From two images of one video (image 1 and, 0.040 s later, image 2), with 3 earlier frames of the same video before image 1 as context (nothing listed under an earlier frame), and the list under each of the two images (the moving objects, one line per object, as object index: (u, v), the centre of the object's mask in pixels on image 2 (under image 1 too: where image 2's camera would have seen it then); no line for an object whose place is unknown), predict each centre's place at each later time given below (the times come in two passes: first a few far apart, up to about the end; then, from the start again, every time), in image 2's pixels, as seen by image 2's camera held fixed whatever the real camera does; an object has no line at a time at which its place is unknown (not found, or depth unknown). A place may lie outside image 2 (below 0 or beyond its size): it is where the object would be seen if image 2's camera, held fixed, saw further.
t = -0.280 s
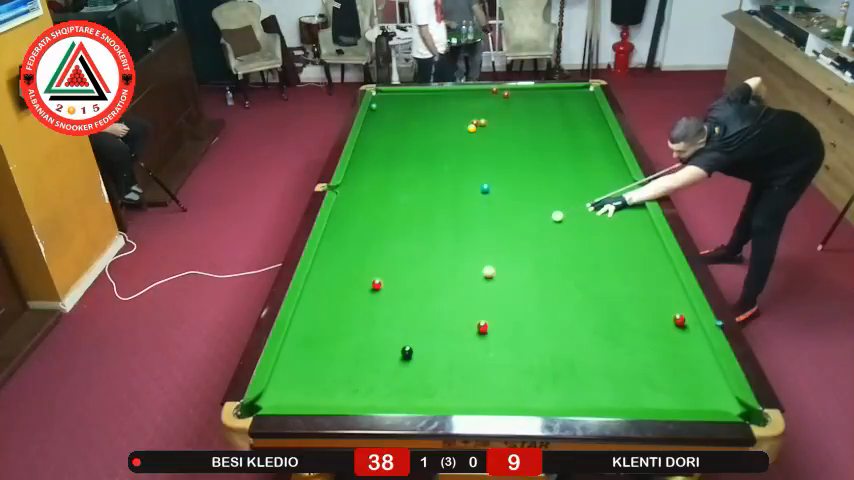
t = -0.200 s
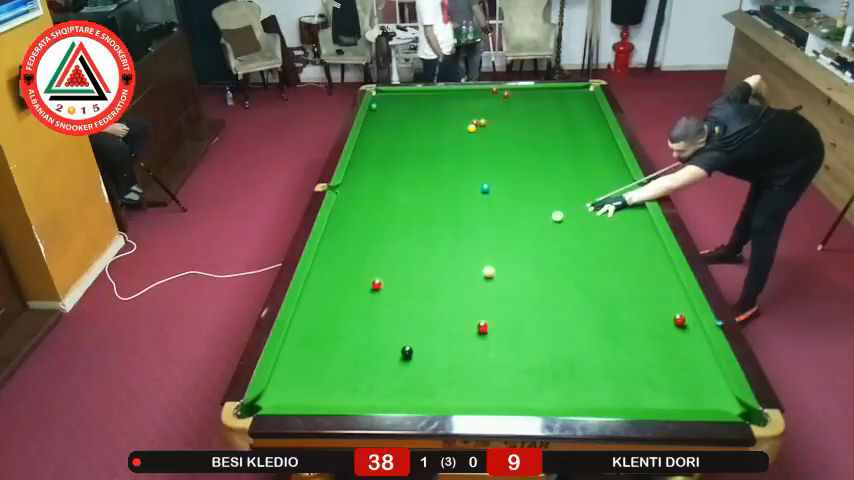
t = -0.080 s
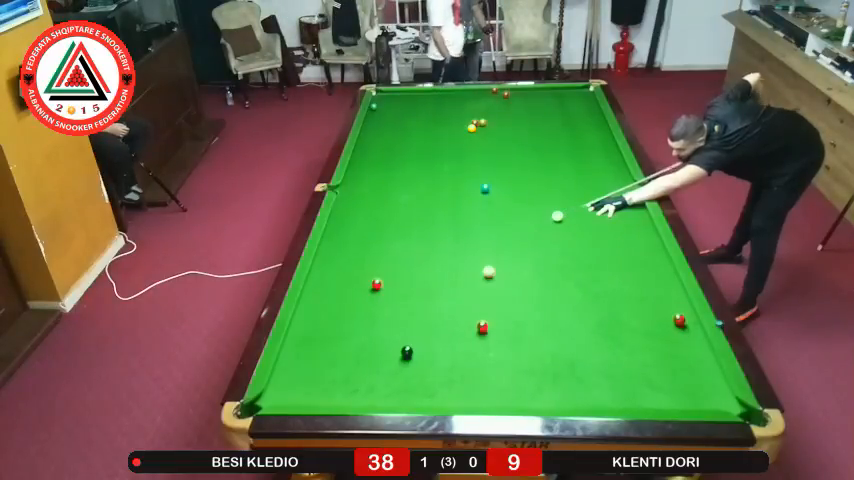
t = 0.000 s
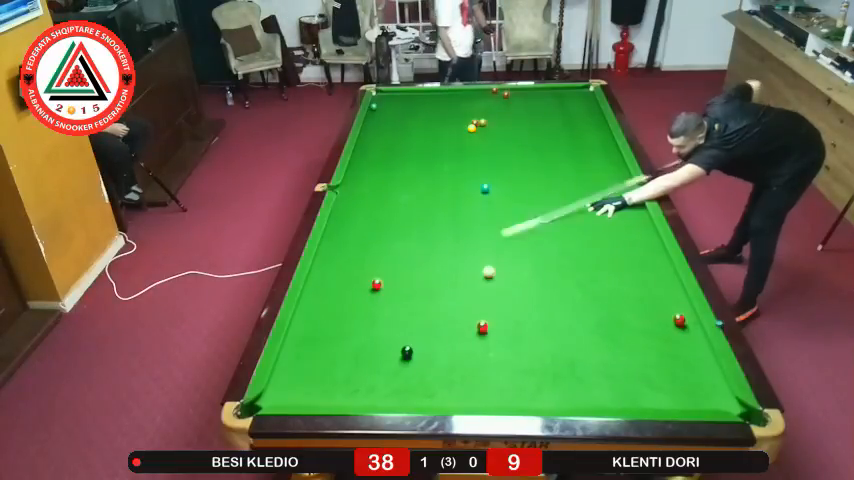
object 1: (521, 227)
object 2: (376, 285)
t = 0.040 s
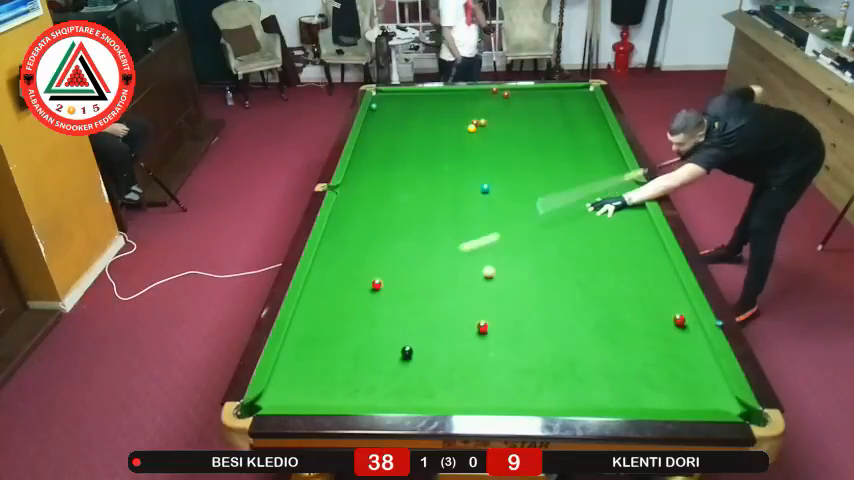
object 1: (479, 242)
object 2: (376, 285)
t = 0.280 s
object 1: (342, 256)
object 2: (296, 383)
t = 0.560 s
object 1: (466, 215)
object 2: (359, 313)
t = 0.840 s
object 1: (561, 180)
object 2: (435, 249)
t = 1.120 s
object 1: (598, 156)
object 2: (493, 200)
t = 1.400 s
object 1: (539, 144)
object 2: (538, 161)
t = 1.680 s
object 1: (490, 133)
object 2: (576, 130)
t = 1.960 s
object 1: (466, 131)
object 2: (589, 106)
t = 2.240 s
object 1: (451, 132)
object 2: (562, 90)
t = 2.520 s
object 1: (436, 132)
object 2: (555, 97)
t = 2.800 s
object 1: (423, 133)
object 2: (550, 106)
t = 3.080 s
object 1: (411, 133)
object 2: (544, 115)
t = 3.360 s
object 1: (400, 134)
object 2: (538, 124)
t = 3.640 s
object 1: (390, 134)
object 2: (532, 134)
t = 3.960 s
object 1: (381, 135)
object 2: (525, 144)
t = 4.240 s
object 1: (373, 135)
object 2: (519, 154)
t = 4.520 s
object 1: (367, 135)
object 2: (514, 163)
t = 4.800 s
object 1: (361, 136)
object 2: (508, 172)
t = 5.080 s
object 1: (363, 136)
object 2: (502, 182)
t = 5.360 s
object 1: (365, 136)
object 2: (495, 191)
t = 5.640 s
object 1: (365, 136)
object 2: (489, 199)
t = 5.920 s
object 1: (365, 136)
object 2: (484, 208)
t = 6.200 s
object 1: (365, 136)
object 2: (478, 216)
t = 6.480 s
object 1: (365, 136)
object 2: (472, 225)
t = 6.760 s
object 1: (365, 136)
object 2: (467, 232)
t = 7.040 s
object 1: (365, 136)
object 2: (461, 239)
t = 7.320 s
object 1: (365, 136)
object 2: (456, 246)
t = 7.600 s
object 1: (365, 136)
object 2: (452, 252)
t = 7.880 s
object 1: (365, 136)
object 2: (448, 258)
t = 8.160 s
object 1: (365, 136)
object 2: (444, 262)
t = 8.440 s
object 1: (365, 136)
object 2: (441, 266)
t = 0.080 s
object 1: (436, 257)
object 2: (376, 285)
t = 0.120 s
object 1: (393, 271)
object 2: (376, 284)
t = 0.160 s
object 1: (359, 273)
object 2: (362, 301)
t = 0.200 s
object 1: (332, 269)
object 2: (342, 326)
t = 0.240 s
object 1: (322, 263)
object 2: (319, 355)
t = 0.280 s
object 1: (342, 256)
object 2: (296, 383)
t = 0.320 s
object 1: (363, 250)
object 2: (276, 393)
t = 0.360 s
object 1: (383, 243)
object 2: (282, 378)
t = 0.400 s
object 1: (402, 237)
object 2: (300, 363)
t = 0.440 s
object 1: (419, 231)
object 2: (317, 349)
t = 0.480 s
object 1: (435, 226)
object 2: (332, 336)
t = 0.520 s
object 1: (451, 220)
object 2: (347, 324)
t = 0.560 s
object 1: (466, 215)
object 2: (359, 313)
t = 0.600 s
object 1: (480, 209)
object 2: (372, 302)
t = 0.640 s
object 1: (495, 204)
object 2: (383, 292)
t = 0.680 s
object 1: (508, 199)
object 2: (395, 283)
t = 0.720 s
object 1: (522, 194)
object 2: (406, 273)
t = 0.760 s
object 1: (535, 190)
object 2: (416, 265)
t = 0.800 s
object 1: (548, 185)
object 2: (426, 257)
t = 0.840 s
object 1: (561, 180)
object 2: (435, 249)
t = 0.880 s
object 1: (573, 176)
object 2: (445, 241)
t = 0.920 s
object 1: (586, 171)
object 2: (454, 233)
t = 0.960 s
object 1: (598, 167)
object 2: (462, 227)
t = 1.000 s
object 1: (609, 163)
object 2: (470, 220)
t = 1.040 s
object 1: (618, 159)
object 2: (478, 213)
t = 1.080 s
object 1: (609, 157)
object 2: (485, 206)
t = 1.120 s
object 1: (598, 156)
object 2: (493, 200)
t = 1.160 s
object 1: (588, 154)
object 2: (500, 194)
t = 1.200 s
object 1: (578, 152)
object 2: (506, 189)
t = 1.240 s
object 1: (569, 151)
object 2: (514, 183)
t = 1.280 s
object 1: (561, 149)
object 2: (520, 177)
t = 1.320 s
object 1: (554, 147)
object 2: (526, 172)
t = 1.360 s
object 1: (546, 146)
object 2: (533, 167)
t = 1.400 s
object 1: (539, 144)
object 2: (538, 161)
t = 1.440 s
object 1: (532, 142)
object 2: (544, 156)
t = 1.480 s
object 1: (524, 141)
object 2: (550, 152)
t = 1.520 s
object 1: (517, 139)
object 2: (555, 147)
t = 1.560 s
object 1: (510, 138)
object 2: (561, 143)
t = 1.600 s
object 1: (504, 136)
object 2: (566, 138)
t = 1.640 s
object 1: (497, 135)
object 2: (571, 134)
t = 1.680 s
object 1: (490, 133)
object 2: (576, 130)
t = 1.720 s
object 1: (484, 132)
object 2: (580, 126)
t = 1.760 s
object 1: (478, 130)
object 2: (585, 122)
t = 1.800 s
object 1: (475, 130)
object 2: (589, 119)
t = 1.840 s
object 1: (473, 131)
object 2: (594, 114)
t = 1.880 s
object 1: (471, 131)
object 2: (597, 111)
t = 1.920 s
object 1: (468, 131)
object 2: (594, 108)
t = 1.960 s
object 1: (466, 131)
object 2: (589, 106)
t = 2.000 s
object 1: (464, 131)
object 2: (585, 104)
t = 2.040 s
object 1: (462, 131)
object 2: (580, 101)
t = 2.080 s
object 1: (460, 131)
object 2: (576, 99)
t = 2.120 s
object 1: (457, 131)
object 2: (572, 97)
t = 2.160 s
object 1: (455, 131)
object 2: (569, 94)
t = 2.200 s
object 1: (453, 131)
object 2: (565, 92)
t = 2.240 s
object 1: (451, 132)
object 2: (562, 90)
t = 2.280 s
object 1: (449, 132)
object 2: (559, 89)
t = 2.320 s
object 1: (447, 132)
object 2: (558, 90)
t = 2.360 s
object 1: (445, 132)
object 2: (558, 91)
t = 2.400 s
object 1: (442, 132)
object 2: (557, 93)
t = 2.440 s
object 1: (440, 132)
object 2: (557, 94)
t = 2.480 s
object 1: (438, 132)
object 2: (556, 95)
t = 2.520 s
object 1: (436, 132)
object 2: (555, 97)
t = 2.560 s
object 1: (434, 133)
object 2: (554, 98)
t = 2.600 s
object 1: (432, 132)
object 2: (553, 99)
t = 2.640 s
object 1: (431, 132)
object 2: (553, 101)
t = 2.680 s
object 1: (429, 133)
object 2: (552, 102)
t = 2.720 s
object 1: (427, 133)
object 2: (551, 103)
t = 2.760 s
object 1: (425, 133)
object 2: (550, 105)
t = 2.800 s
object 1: (423, 133)
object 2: (550, 106)
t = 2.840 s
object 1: (421, 133)
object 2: (548, 107)
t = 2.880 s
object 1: (420, 133)
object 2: (548, 109)
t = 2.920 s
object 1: (418, 133)
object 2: (547, 110)
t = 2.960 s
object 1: (416, 133)
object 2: (546, 111)
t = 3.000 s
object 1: (414, 133)
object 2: (545, 113)
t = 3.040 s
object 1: (413, 133)
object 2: (545, 114)
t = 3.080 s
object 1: (411, 133)
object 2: (544, 115)
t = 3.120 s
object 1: (409, 134)
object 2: (543, 116)
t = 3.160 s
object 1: (408, 133)
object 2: (543, 118)
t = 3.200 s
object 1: (406, 133)
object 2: (541, 119)
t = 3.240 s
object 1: (405, 134)
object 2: (541, 120)
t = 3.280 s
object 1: (403, 134)
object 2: (540, 122)
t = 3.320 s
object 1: (402, 134)
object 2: (539, 123)
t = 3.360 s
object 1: (400, 134)
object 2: (538, 124)
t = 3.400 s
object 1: (399, 134)
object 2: (537, 125)
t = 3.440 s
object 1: (397, 134)
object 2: (536, 127)
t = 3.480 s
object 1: (396, 134)
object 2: (536, 128)
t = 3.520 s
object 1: (394, 134)
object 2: (535, 129)
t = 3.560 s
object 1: (393, 134)
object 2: (534, 131)
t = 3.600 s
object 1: (392, 134)
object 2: (533, 132)
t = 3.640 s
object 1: (390, 134)
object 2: (532, 134)
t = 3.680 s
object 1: (389, 134)
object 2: (532, 135)
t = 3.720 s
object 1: (388, 134)
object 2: (531, 136)
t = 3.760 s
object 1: (386, 135)
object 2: (530, 138)
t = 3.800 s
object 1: (385, 135)
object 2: (529, 139)
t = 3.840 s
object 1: (384, 135)
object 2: (528, 140)
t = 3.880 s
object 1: (383, 135)
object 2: (527, 141)
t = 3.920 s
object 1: (382, 135)
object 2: (526, 143)
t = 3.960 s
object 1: (381, 135)
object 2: (525, 144)
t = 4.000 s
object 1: (379, 135)
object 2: (524, 145)
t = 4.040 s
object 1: (378, 135)
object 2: (524, 147)
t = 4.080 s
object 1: (377, 135)
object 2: (523, 148)
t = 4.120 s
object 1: (376, 135)
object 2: (522, 150)
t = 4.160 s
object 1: (375, 135)
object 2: (521, 151)
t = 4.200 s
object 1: (374, 135)
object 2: (520, 152)
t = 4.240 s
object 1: (373, 135)
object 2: (519, 154)
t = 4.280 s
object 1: (372, 135)
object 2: (519, 155)
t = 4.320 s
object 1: (371, 135)
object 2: (518, 156)
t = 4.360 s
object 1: (370, 135)
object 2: (517, 158)
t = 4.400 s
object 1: (369, 135)
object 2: (516, 159)
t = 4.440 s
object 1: (368, 135)
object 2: (515, 160)
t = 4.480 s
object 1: (367, 135)
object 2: (515, 161)
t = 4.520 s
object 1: (367, 135)
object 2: (514, 163)
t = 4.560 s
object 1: (366, 135)
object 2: (512, 164)
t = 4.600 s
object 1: (365, 136)
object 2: (512, 166)
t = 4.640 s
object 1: (365, 135)
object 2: (511, 167)
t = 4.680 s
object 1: (364, 136)
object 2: (510, 168)
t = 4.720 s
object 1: (363, 136)
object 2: (509, 170)
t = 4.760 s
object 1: (362, 136)
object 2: (508, 171)
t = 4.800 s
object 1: (361, 136)
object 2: (508, 172)
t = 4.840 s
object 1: (361, 136)
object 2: (507, 174)
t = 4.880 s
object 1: (361, 136)
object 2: (506, 175)
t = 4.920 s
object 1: (362, 136)
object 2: (505, 176)
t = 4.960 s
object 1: (362, 136)
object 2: (504, 177)
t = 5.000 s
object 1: (363, 136)
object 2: (503, 179)
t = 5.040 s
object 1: (363, 136)
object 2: (503, 180)
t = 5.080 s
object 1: (363, 136)
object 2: (502, 182)
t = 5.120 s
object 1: (364, 136)
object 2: (501, 183)
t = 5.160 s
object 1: (364, 136)
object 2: (500, 184)
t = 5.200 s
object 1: (364, 136)
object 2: (499, 186)
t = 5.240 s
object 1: (364, 136)
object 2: (498, 187)
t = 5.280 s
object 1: (365, 136)
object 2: (497, 188)
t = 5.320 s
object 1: (365, 136)
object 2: (497, 189)
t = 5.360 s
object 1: (365, 136)
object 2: (495, 191)
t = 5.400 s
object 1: (365, 136)
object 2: (495, 192)
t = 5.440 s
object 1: (365, 136)
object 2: (494, 193)
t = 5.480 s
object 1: (365, 136)
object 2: (493, 195)
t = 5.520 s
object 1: (365, 136)
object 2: (492, 196)
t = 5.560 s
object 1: (365, 136)
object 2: (492, 197)
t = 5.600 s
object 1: (365, 136)
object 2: (490, 198)
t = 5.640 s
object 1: (365, 136)
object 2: (489, 199)
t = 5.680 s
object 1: (365, 136)
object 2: (488, 201)
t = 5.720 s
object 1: (365, 136)
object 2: (488, 202)
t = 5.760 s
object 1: (365, 136)
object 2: (487, 203)
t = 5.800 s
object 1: (365, 136)
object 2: (486, 204)
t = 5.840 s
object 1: (365, 136)
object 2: (485, 205)
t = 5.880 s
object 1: (365, 136)
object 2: (484, 207)
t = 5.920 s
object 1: (365, 136)
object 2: (484, 208)
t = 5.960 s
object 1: (365, 136)
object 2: (483, 209)
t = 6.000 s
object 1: (365, 136)
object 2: (482, 210)
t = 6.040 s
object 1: (365, 136)
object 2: (481, 211)
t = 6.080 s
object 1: (365, 136)
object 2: (480, 213)
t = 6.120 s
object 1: (365, 136)
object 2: (479, 214)
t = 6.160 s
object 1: (365, 136)
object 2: (479, 215)
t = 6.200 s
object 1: (365, 136)
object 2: (478, 216)
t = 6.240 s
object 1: (365, 136)
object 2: (477, 218)
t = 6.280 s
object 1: (365, 136)
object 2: (476, 218)
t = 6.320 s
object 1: (365, 136)
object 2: (476, 220)
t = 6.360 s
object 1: (365, 136)
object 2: (475, 221)
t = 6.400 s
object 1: (365, 136)
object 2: (474, 222)
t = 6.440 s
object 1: (365, 136)
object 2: (473, 223)
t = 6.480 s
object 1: (365, 136)
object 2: (472, 225)
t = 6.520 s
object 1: (365, 136)
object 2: (472, 226)
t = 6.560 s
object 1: (365, 136)
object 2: (471, 227)
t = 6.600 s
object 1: (365, 136)
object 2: (470, 228)
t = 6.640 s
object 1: (365, 136)
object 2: (469, 229)
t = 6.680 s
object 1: (365, 136)
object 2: (469, 230)
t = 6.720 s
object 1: (365, 136)
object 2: (468, 231)
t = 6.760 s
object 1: (365, 136)
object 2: (467, 232)
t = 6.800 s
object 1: (365, 136)
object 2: (466, 233)
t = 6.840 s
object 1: (365, 136)
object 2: (465, 234)
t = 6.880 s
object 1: (365, 136)
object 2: (465, 235)
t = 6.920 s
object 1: (365, 136)
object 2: (464, 236)
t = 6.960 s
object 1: (365, 136)
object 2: (463, 237)
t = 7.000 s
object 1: (365, 136)
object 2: (462, 238)
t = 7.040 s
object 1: (365, 136)
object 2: (461, 239)
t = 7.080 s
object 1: (365, 136)
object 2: (461, 240)
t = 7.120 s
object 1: (365, 136)
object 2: (460, 241)
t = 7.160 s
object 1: (365, 136)
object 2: (460, 242)
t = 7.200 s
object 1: (365, 136)
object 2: (459, 243)
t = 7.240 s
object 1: (365, 136)
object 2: (458, 244)
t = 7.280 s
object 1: (365, 136)
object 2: (457, 245)
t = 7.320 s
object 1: (365, 136)
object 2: (456, 246)
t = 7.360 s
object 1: (365, 136)
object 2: (456, 247)
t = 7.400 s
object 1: (365, 136)
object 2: (455, 248)
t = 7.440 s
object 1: (365, 136)
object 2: (454, 249)
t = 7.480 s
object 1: (365, 136)
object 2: (454, 249)
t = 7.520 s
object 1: (365, 136)
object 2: (454, 250)
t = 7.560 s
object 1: (365, 136)
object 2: (453, 251)
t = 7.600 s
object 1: (365, 136)
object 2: (452, 252)
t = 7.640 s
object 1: (365, 136)
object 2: (451, 253)
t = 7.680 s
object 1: (365, 136)
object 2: (451, 253)
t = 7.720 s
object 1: (365, 136)
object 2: (450, 254)
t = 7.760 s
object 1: (365, 136)
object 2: (450, 255)
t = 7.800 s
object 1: (365, 136)
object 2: (449, 256)
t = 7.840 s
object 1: (365, 136)
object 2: (448, 257)
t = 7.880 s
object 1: (365, 136)
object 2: (448, 258)
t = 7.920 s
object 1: (365, 136)
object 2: (447, 258)
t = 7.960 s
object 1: (365, 136)
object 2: (447, 259)
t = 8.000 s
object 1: (365, 136)
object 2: (446, 259)
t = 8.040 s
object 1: (365, 136)
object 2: (446, 260)
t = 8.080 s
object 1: (365, 136)
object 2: (445, 261)
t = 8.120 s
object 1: (365, 136)
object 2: (445, 262)
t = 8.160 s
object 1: (365, 136)
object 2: (444, 262)
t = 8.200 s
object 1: (365, 136)
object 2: (444, 263)
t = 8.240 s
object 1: (365, 136)
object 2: (443, 263)
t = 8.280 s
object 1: (365, 136)
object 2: (443, 264)
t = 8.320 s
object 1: (365, 136)
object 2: (442, 265)
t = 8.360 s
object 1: (365, 136)
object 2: (442, 265)
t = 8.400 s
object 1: (365, 136)
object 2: (441, 266)
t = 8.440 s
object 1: (365, 136)
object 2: (441, 266)
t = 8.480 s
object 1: (365, 136)
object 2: (441, 267)
